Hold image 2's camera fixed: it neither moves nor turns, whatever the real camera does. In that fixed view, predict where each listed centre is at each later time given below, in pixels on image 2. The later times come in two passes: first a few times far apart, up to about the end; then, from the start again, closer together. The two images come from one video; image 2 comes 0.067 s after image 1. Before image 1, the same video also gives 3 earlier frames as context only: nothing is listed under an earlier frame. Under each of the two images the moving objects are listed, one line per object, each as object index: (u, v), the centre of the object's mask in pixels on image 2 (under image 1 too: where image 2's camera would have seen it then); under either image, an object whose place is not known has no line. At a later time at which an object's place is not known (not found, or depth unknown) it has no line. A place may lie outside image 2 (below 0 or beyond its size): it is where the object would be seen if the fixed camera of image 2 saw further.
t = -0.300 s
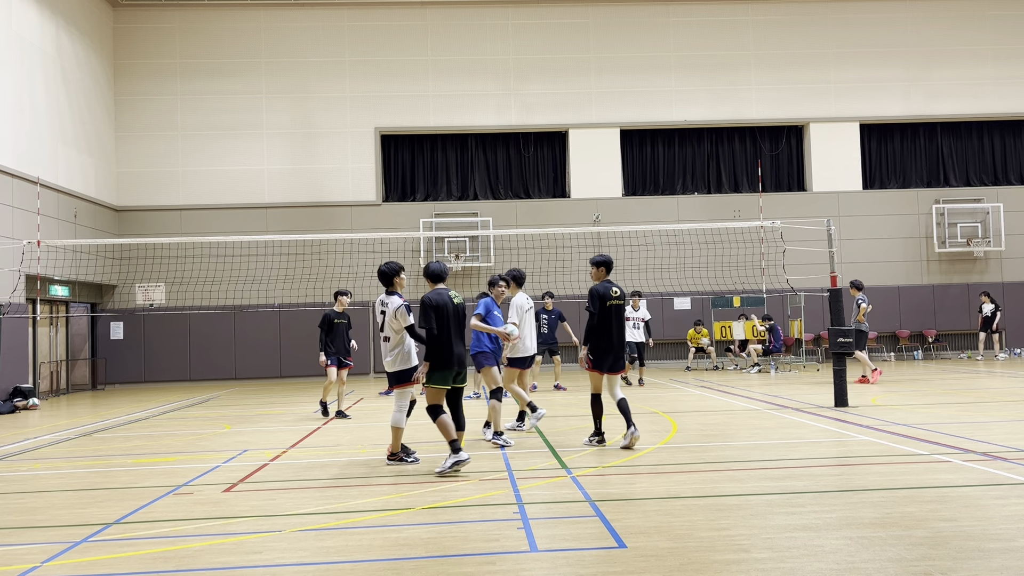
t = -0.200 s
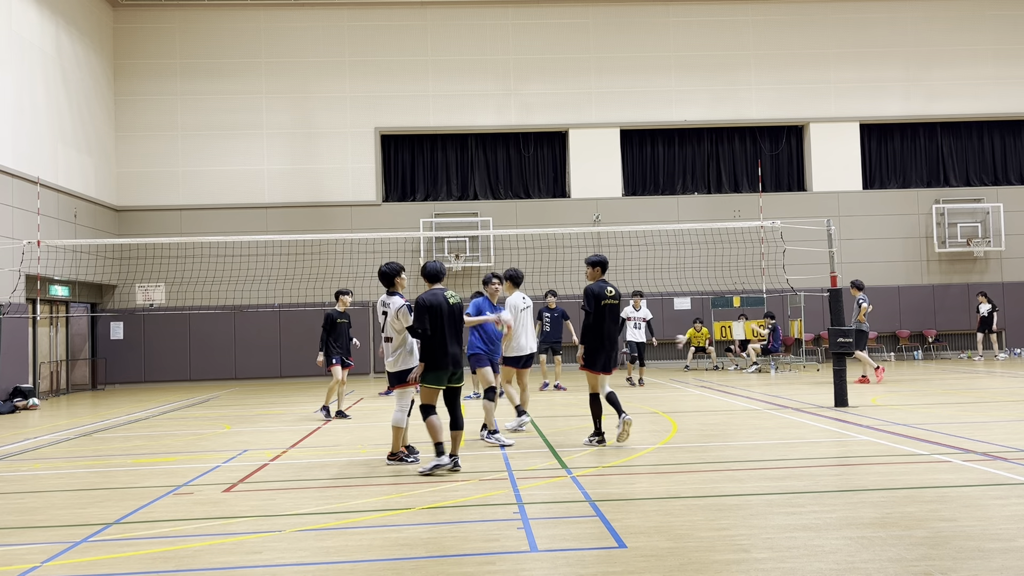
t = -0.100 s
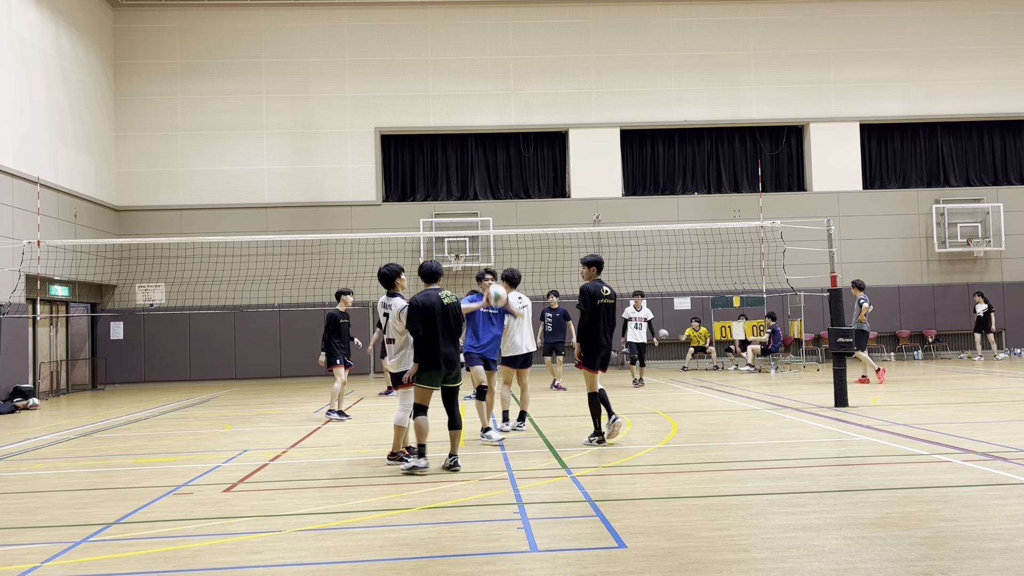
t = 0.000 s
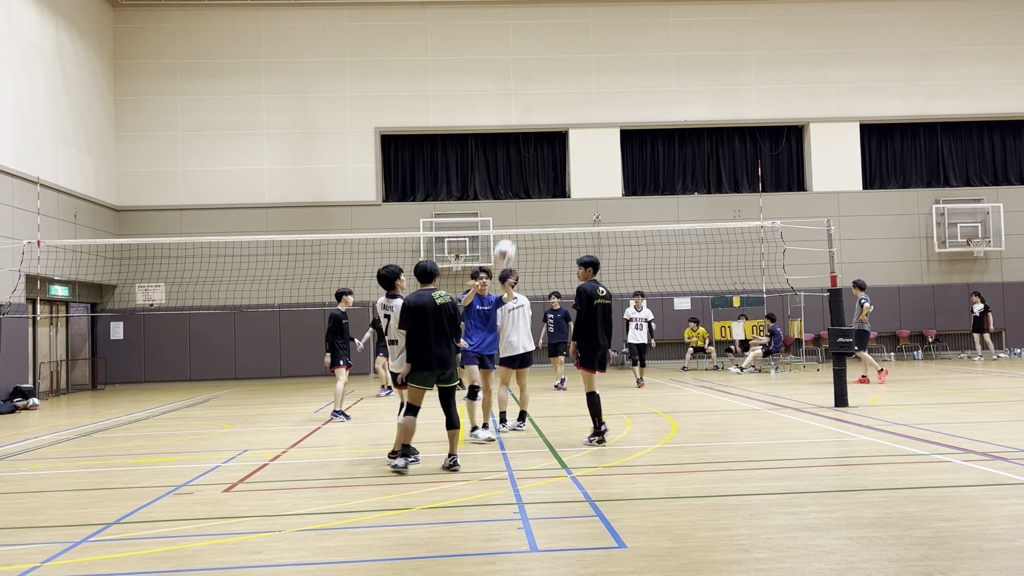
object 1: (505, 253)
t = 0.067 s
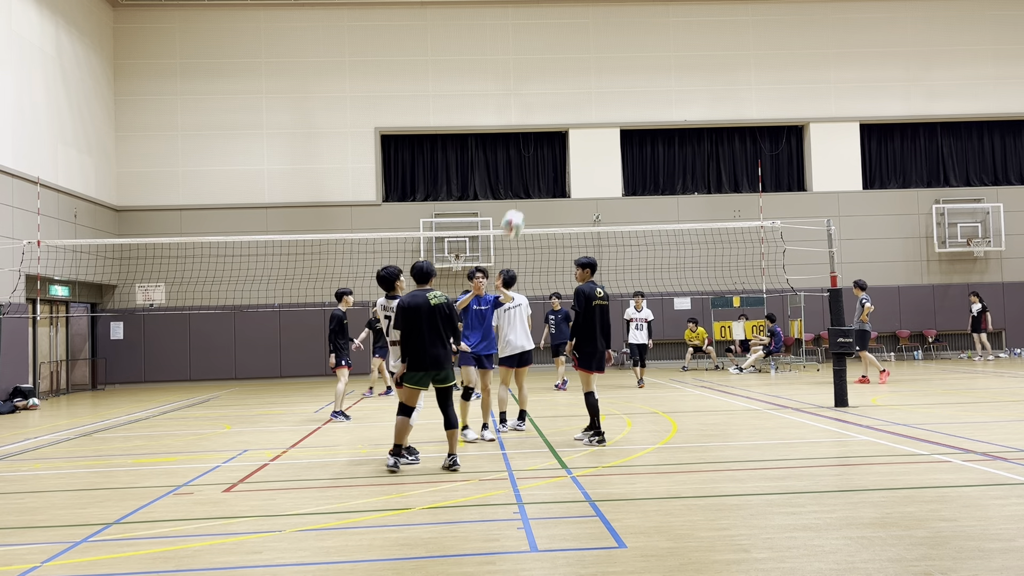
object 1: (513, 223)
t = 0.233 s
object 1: (537, 159)
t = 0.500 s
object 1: (596, 90)
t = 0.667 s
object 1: (657, 98)
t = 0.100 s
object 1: (517, 210)
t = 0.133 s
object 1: (522, 196)
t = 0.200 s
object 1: (532, 171)
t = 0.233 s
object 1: (537, 159)
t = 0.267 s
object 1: (543, 147)
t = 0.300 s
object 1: (548, 136)
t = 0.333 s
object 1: (555, 126)
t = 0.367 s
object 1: (562, 116)
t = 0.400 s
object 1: (570, 107)
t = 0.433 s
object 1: (578, 100)
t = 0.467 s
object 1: (587, 94)
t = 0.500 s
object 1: (596, 90)
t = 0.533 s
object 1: (606, 87)
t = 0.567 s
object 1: (617, 86)
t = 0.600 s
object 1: (629, 87)
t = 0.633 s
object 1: (642, 91)
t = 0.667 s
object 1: (657, 98)
